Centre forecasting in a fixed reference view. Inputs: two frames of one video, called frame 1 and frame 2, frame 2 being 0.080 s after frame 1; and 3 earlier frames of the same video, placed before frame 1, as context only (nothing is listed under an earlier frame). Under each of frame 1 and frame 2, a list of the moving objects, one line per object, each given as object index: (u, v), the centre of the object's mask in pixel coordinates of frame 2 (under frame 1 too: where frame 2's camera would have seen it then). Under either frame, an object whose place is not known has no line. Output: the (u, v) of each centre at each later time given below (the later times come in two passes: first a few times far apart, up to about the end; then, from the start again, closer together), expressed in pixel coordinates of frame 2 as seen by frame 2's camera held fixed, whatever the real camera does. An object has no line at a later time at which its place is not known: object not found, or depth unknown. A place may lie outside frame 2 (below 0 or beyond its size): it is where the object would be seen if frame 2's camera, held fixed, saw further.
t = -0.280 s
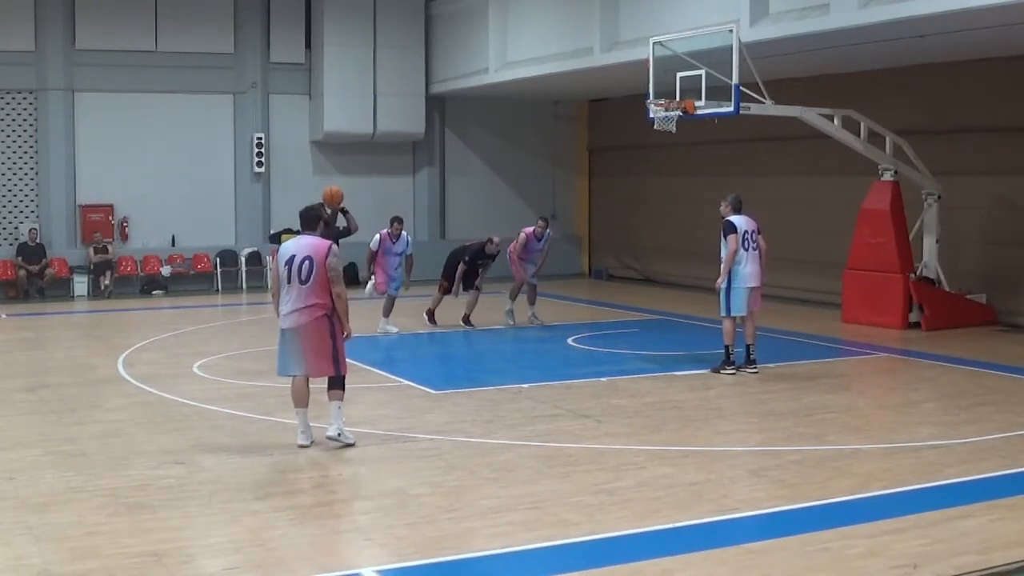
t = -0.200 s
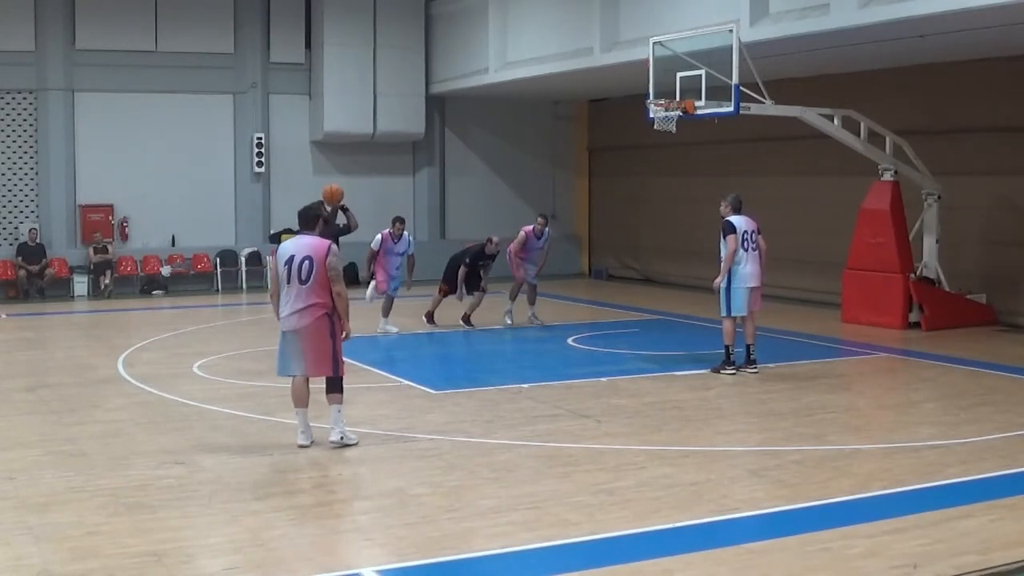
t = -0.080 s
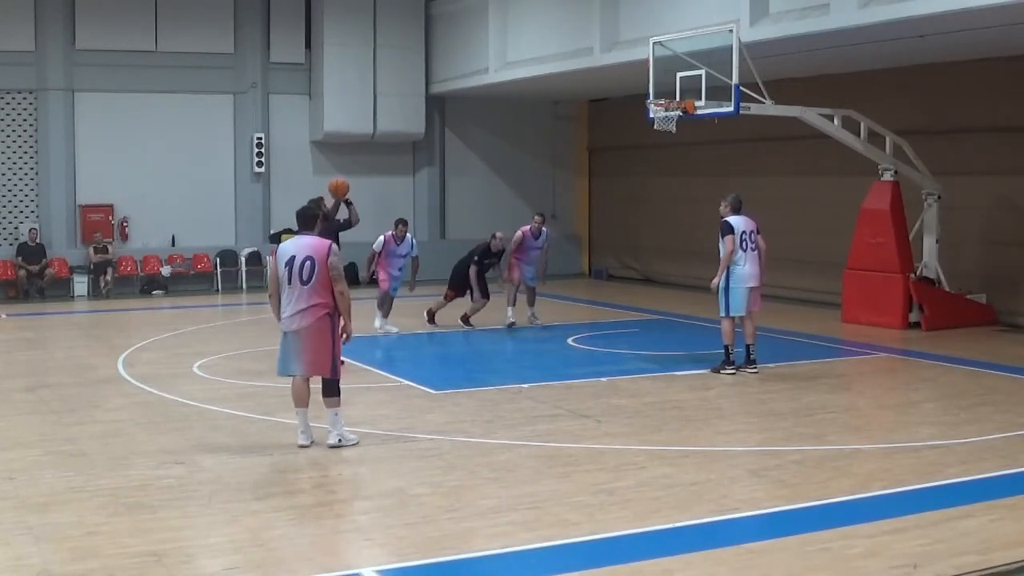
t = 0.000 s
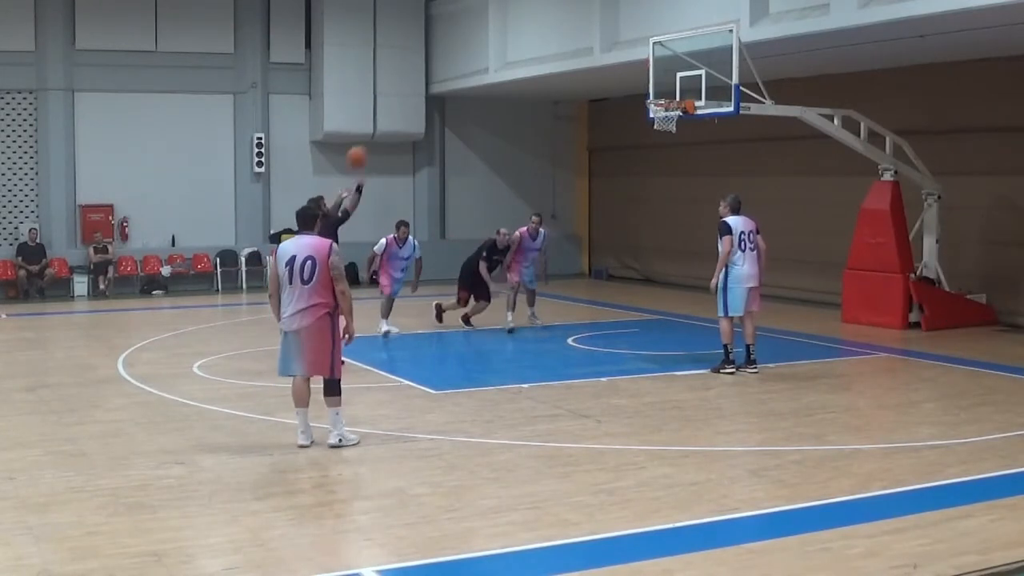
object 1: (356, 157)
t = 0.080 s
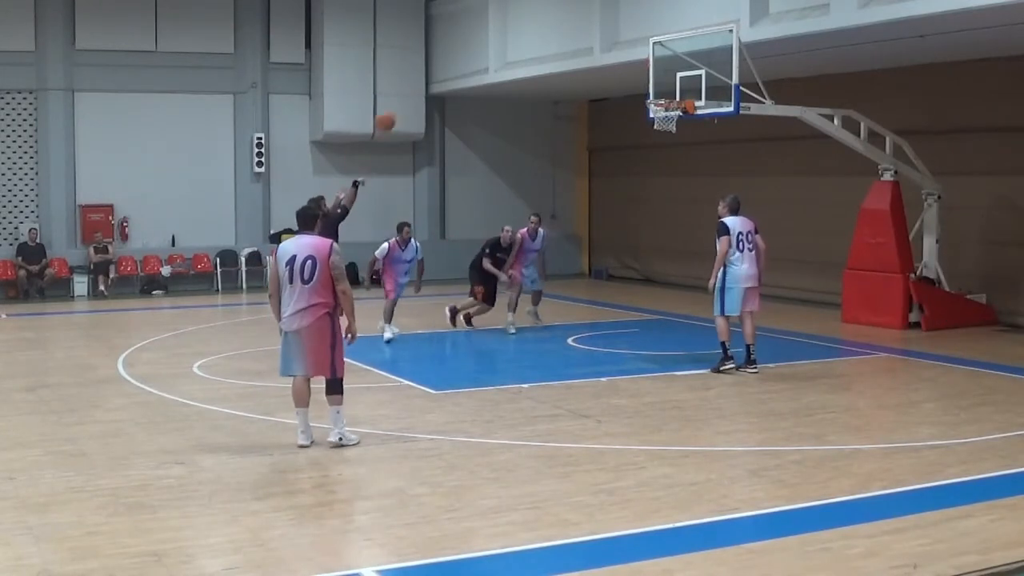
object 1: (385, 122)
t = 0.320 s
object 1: (464, 48)
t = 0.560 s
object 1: (538, 25)
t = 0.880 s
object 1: (630, 64)
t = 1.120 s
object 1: (671, 116)
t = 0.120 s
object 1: (398, 105)
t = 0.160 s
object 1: (411, 92)
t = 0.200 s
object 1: (424, 78)
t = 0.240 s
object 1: (437, 67)
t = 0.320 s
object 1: (464, 48)
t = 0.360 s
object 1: (476, 42)
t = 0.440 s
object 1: (502, 31)
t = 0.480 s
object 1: (514, 28)
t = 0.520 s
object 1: (526, 26)
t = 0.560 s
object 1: (538, 25)
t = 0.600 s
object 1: (550, 26)
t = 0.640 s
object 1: (562, 27)
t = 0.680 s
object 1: (573, 31)
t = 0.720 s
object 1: (585, 35)
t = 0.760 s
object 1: (596, 41)
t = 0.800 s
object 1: (607, 47)
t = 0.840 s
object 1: (618, 55)
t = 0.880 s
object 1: (630, 64)
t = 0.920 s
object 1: (639, 72)
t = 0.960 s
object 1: (649, 83)
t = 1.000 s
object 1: (660, 94)
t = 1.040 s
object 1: (672, 108)
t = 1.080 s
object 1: (670, 114)
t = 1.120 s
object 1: (671, 116)
